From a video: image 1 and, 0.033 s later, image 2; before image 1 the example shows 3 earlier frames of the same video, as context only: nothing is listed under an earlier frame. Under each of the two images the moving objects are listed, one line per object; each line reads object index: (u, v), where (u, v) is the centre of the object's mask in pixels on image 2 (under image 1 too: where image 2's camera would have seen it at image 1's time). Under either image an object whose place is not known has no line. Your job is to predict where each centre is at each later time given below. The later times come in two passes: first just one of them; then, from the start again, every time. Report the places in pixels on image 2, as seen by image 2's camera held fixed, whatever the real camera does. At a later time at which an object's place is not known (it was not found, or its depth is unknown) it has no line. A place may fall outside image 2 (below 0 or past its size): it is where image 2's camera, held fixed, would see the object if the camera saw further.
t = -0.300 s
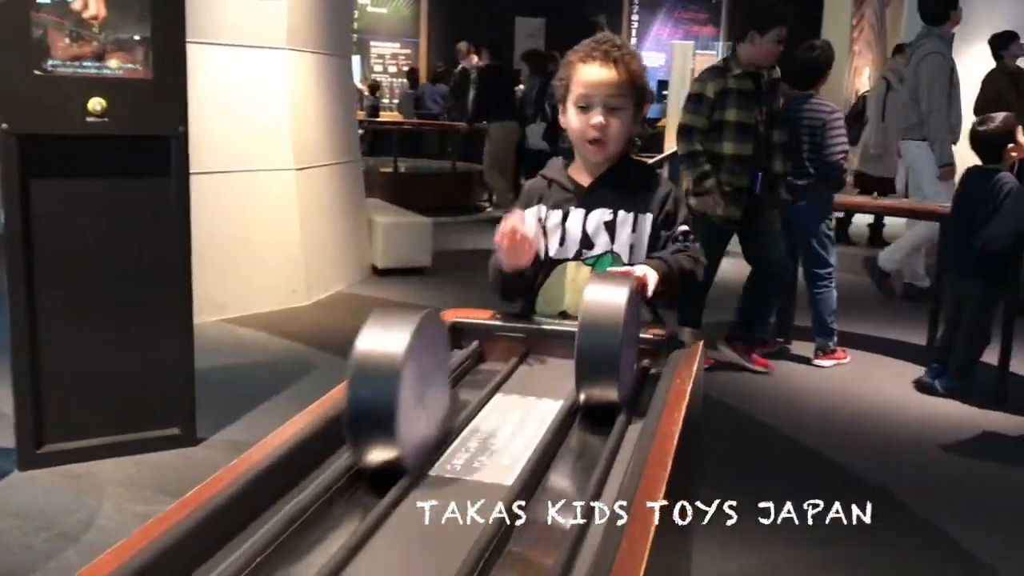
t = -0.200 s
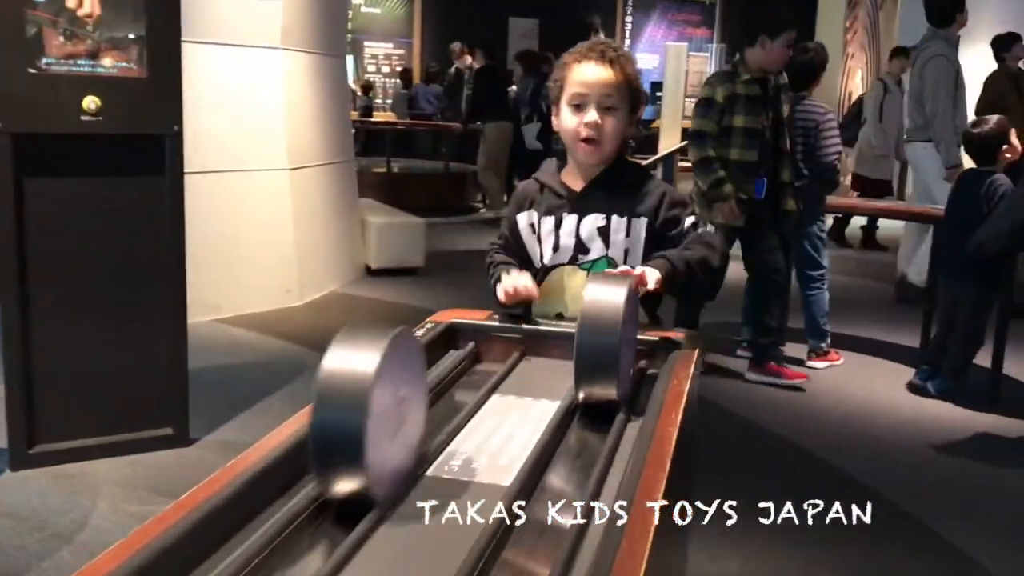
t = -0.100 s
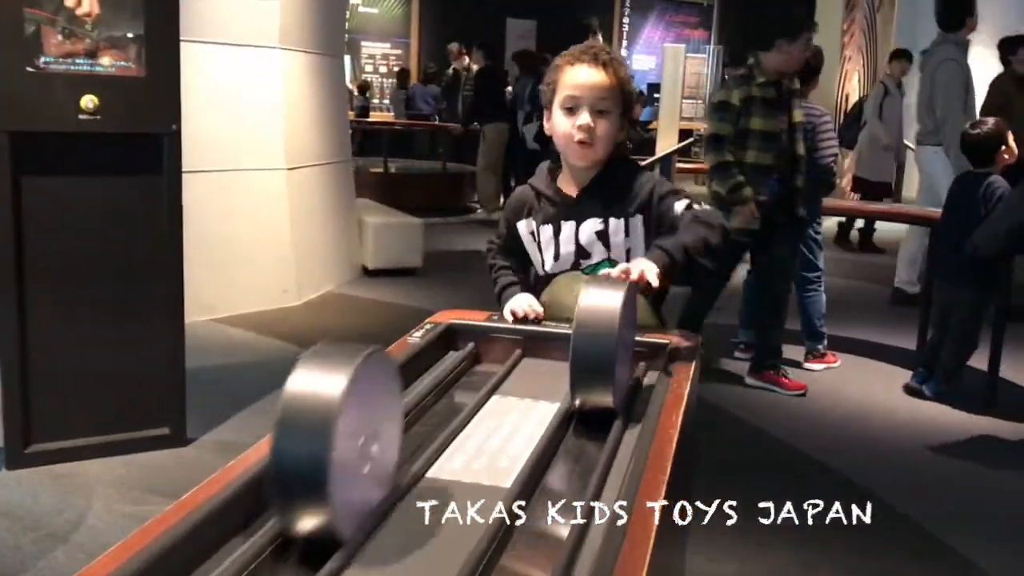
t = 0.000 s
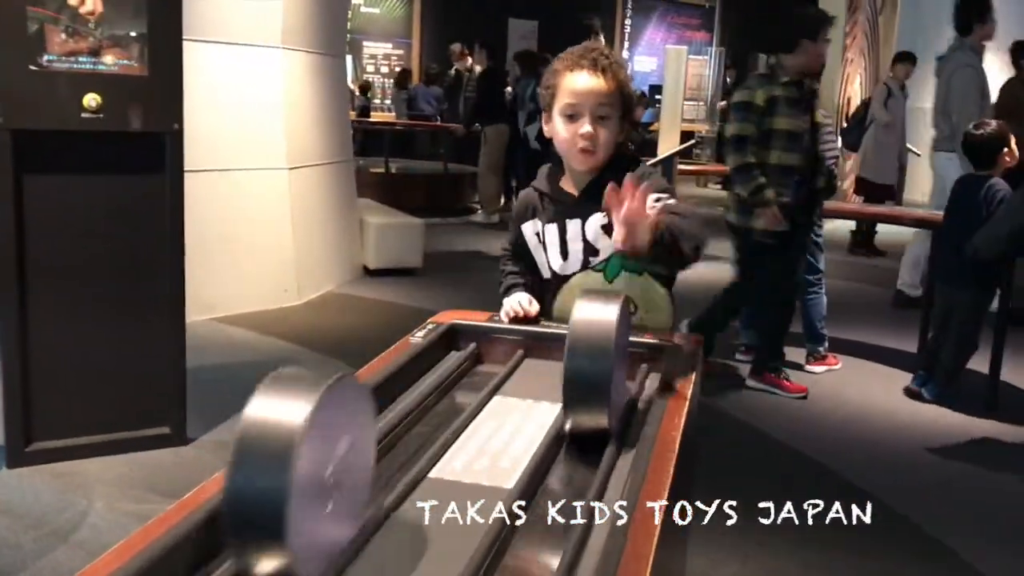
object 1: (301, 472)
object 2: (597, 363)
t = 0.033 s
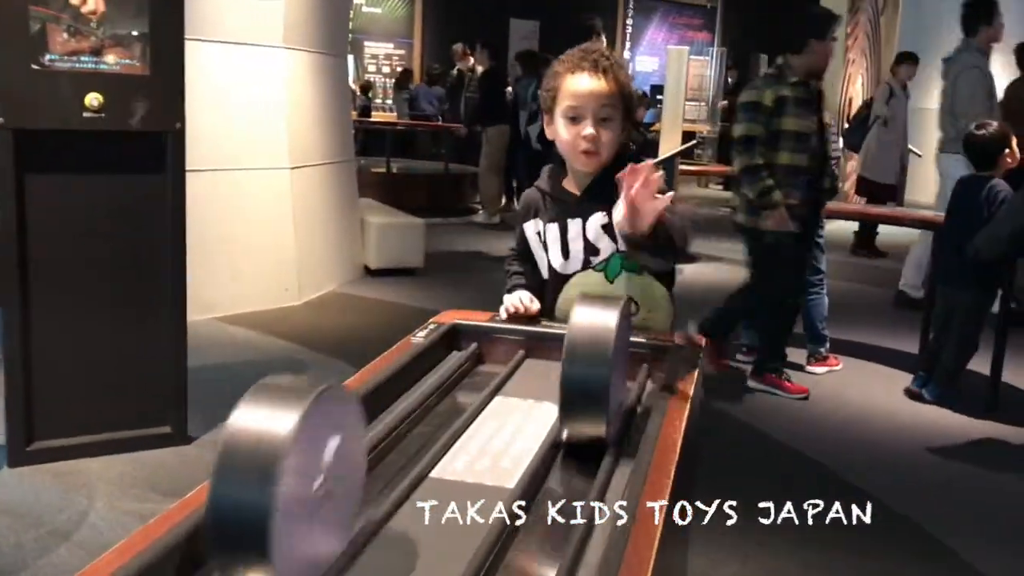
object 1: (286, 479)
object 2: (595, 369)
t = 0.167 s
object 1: (220, 507)
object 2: (575, 402)
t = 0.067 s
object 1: (272, 487)
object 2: (590, 376)
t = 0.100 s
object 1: (256, 493)
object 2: (585, 386)
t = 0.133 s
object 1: (239, 499)
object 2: (580, 391)
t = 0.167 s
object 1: (220, 507)
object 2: (575, 402)
